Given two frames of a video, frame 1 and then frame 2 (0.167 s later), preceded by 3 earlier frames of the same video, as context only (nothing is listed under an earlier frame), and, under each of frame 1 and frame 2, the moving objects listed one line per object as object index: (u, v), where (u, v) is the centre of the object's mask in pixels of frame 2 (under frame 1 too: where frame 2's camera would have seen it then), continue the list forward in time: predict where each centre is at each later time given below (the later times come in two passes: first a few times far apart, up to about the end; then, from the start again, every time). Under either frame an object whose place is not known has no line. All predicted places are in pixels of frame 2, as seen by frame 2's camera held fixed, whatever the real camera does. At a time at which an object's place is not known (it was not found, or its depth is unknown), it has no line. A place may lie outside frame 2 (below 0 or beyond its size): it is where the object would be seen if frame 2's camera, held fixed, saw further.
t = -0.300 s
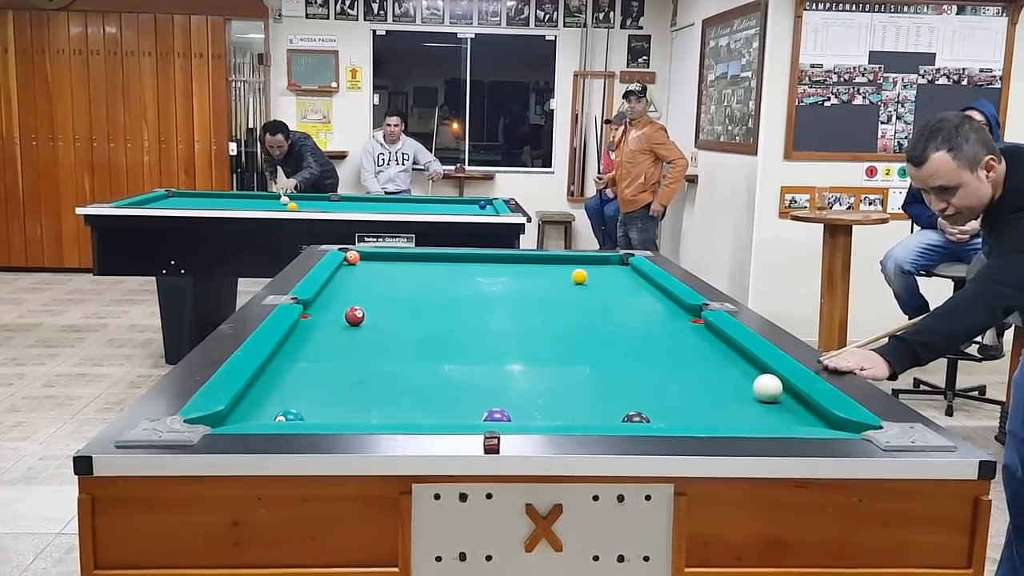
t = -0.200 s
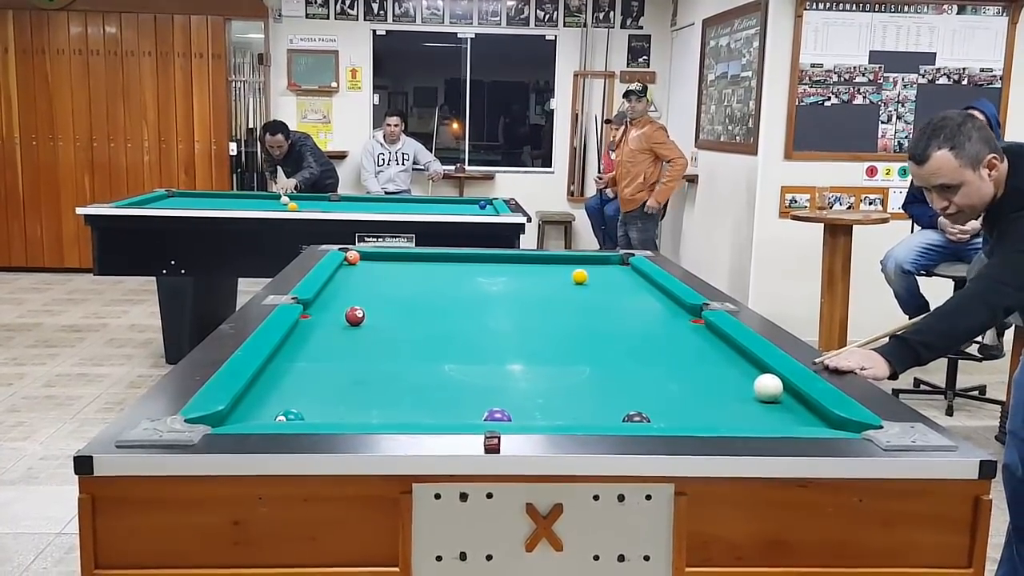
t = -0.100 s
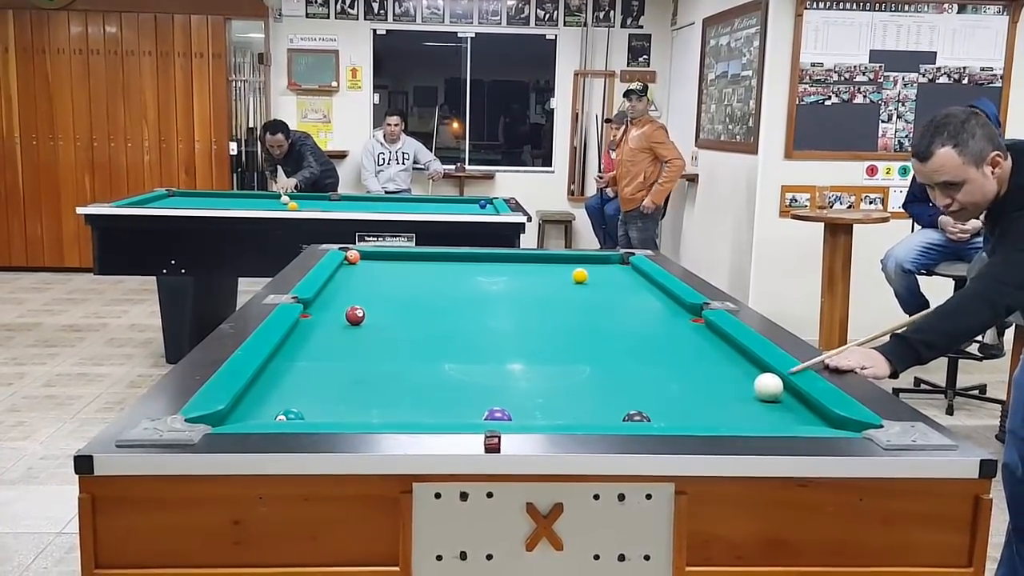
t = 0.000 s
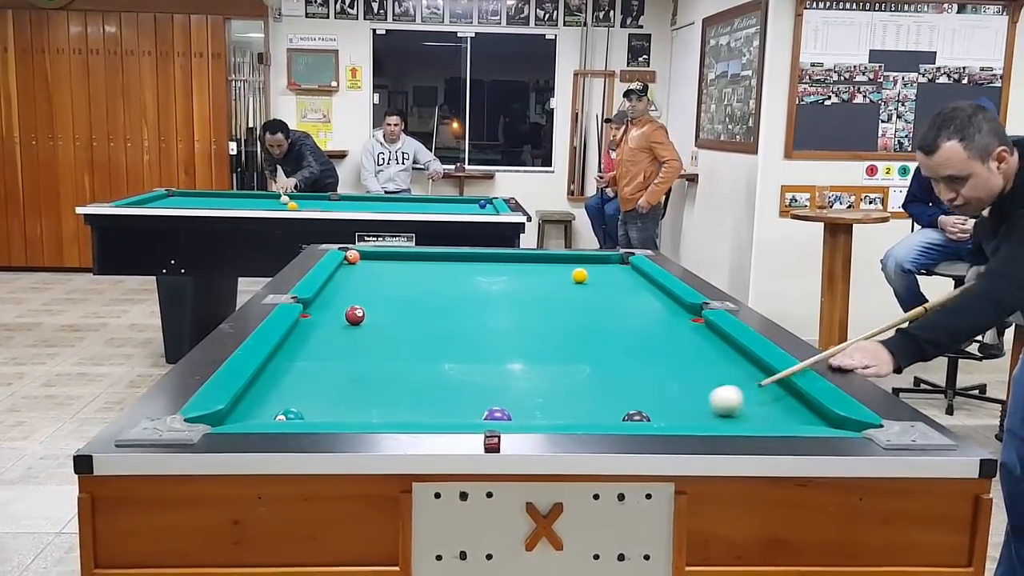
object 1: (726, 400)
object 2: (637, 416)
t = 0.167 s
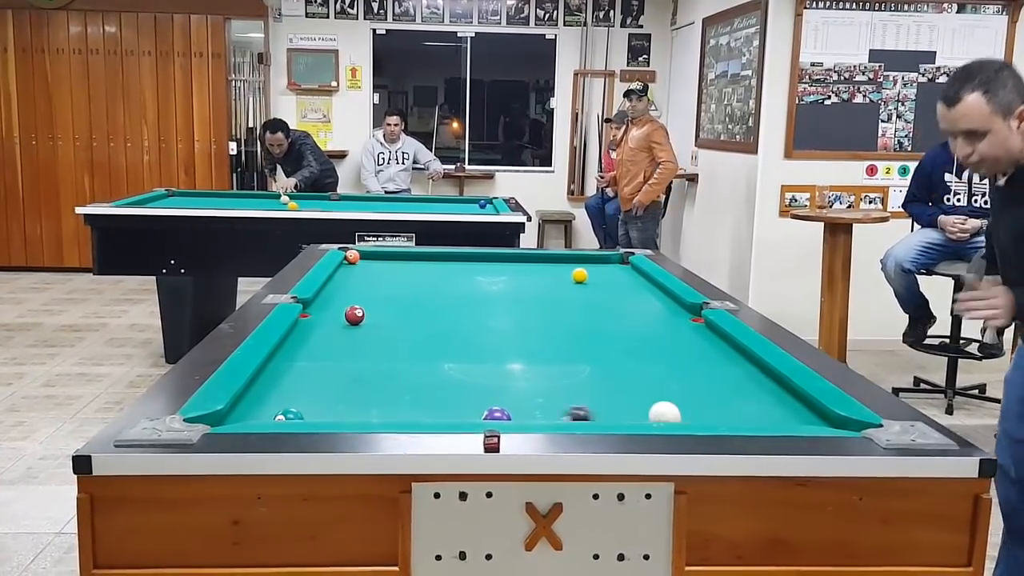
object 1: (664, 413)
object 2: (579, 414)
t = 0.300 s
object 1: (649, 406)
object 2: (496, 403)
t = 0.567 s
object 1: (609, 387)
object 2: (360, 396)
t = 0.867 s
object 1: (572, 369)
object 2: (287, 381)
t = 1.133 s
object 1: (544, 357)
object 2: (362, 368)
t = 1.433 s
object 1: (518, 345)
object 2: (431, 358)
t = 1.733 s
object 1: (497, 334)
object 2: (490, 349)
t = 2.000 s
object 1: (480, 329)
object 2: (536, 341)
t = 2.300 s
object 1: (465, 322)
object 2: (579, 334)
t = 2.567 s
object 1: (454, 317)
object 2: (612, 330)
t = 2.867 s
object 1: (444, 313)
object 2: (645, 325)
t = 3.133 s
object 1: (436, 309)
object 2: (671, 321)
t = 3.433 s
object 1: (430, 306)
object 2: (692, 318)
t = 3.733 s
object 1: (425, 304)
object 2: (675, 315)
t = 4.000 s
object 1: (422, 303)
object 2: (663, 313)
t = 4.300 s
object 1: (420, 302)
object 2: (653, 312)
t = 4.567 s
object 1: (421, 302)
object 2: (648, 310)
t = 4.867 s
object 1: (420, 302)
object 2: (645, 310)
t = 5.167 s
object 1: (420, 302)
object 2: (645, 310)
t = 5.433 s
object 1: (421, 302)
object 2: (645, 310)
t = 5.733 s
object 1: (421, 302)
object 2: (645, 310)
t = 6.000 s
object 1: (420, 302)
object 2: (645, 310)
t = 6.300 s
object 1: (420, 303)
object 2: (645, 310)
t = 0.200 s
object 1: (663, 410)
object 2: (555, 411)
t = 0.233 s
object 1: (659, 409)
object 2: (534, 411)
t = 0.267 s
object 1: (655, 407)
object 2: (515, 408)
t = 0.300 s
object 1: (649, 406)
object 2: (496, 403)
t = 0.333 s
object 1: (644, 403)
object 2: (477, 406)
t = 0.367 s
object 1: (638, 400)
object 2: (460, 406)
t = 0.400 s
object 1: (633, 398)
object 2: (443, 404)
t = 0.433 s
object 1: (628, 396)
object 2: (426, 403)
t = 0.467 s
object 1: (623, 393)
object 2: (409, 401)
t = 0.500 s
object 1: (618, 391)
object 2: (393, 399)
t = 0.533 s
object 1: (613, 389)
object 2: (376, 397)
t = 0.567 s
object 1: (609, 387)
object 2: (360, 396)
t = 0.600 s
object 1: (604, 384)
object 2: (344, 394)
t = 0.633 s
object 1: (600, 382)
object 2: (329, 392)
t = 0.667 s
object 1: (595, 380)
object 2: (314, 390)
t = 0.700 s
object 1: (591, 378)
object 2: (298, 389)
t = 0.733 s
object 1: (587, 376)
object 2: (283, 388)
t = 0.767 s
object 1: (583, 375)
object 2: (269, 386)
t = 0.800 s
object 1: (579, 373)
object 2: (264, 383)
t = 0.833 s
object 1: (575, 371)
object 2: (276, 382)
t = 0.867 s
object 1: (572, 369)
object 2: (287, 381)
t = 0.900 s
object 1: (568, 368)
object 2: (298, 378)
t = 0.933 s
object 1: (564, 366)
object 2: (308, 377)
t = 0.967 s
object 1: (560, 364)
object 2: (317, 376)
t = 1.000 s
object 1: (557, 363)
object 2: (326, 374)
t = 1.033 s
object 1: (554, 361)
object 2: (336, 372)
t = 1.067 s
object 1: (550, 360)
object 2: (344, 372)
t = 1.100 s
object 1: (547, 358)
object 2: (353, 370)
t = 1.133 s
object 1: (544, 357)
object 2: (362, 368)
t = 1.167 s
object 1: (540, 356)
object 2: (370, 367)
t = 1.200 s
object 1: (537, 354)
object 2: (378, 366)
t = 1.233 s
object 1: (534, 353)
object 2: (386, 364)
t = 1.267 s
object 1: (532, 351)
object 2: (394, 363)
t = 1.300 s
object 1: (528, 350)
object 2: (402, 362)
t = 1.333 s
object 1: (526, 349)
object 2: (409, 361)
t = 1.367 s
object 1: (523, 348)
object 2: (417, 360)
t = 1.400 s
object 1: (520, 347)
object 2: (424, 358)
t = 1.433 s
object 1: (518, 345)
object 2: (431, 358)
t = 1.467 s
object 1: (515, 344)
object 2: (438, 356)
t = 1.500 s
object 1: (512, 343)
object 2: (445, 355)
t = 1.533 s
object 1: (510, 342)
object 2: (452, 354)
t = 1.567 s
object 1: (508, 341)
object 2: (458, 353)
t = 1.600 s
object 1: (505, 340)
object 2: (465, 352)
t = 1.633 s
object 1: (503, 339)
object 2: (471, 351)
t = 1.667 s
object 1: (501, 338)
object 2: (478, 350)
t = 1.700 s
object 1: (499, 336)
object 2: (484, 349)
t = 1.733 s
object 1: (497, 334)
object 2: (490, 349)
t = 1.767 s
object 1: (494, 331)
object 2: (496, 348)
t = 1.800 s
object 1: (492, 333)
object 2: (502, 347)
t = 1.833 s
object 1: (490, 333)
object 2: (508, 346)
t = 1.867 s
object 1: (488, 332)
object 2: (514, 345)
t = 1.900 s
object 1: (486, 331)
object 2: (519, 344)
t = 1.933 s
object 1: (484, 330)
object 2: (525, 343)
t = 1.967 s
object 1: (482, 329)
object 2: (530, 342)
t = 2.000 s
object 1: (480, 329)
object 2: (536, 341)
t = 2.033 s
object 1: (479, 328)
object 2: (541, 341)
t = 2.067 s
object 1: (477, 327)
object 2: (545, 340)
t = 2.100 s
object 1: (475, 326)
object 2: (550, 339)
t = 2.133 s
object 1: (473, 326)
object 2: (555, 338)
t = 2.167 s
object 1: (471, 325)
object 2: (560, 337)
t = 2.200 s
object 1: (470, 324)
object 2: (565, 337)
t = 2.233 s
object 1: (468, 323)
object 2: (569, 336)
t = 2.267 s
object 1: (467, 323)
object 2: (574, 335)
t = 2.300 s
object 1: (465, 322)
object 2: (579, 334)
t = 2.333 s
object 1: (464, 321)
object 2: (583, 334)
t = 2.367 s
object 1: (462, 321)
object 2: (588, 333)
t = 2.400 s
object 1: (461, 320)
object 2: (593, 334)
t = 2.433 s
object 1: (459, 319)
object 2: (596, 332)
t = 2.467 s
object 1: (458, 319)
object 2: (600, 331)
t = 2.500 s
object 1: (457, 318)
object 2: (604, 331)
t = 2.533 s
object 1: (455, 318)
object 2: (608, 330)
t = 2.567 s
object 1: (454, 317)
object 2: (612, 330)
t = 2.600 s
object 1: (453, 316)
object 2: (617, 330)
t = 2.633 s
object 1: (452, 316)
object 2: (620, 329)
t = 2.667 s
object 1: (450, 316)
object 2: (624, 328)
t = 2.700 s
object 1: (449, 315)
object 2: (628, 327)
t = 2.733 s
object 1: (448, 315)
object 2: (631, 327)
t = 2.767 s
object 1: (447, 314)
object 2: (635, 326)
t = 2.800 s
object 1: (446, 314)
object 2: (638, 326)
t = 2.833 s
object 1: (445, 313)
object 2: (642, 325)
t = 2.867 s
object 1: (444, 313)
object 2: (645, 325)
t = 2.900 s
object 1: (442, 312)
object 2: (649, 324)
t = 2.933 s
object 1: (441, 312)
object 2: (652, 324)
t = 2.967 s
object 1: (441, 311)
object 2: (655, 323)
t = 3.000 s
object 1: (440, 311)
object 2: (658, 323)
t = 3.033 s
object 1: (439, 310)
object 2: (661, 323)
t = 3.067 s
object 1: (438, 310)
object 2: (665, 322)
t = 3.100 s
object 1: (437, 310)
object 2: (668, 322)
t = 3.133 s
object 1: (436, 309)
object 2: (671, 321)
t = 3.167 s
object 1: (435, 309)
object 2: (674, 321)
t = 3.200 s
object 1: (434, 309)
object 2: (677, 320)
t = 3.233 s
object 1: (434, 308)
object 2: (680, 320)
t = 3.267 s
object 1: (433, 308)
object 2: (682, 320)
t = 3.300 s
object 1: (432, 308)
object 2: (685, 319)
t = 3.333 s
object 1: (431, 307)
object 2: (688, 319)
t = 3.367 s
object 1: (431, 307)
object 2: (691, 318)
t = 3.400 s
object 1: (430, 307)
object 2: (693, 318)
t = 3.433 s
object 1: (430, 306)
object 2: (692, 318)
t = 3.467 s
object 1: (429, 306)
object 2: (690, 317)
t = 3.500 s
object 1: (428, 306)
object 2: (688, 317)
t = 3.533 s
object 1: (428, 305)
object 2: (686, 317)
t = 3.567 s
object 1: (427, 305)
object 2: (683, 316)
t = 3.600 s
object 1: (427, 305)
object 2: (682, 316)
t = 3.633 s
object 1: (426, 305)
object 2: (680, 316)
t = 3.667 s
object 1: (426, 305)
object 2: (678, 316)
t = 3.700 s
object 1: (425, 305)
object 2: (677, 315)
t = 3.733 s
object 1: (425, 304)
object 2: (675, 315)
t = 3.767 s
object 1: (424, 304)
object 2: (673, 315)
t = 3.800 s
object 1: (424, 304)
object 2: (672, 314)
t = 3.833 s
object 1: (424, 304)
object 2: (670, 314)
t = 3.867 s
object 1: (423, 304)
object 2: (668, 314)
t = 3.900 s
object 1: (423, 304)
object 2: (667, 314)
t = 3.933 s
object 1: (422, 303)
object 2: (665, 314)
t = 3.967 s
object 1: (422, 303)
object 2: (664, 313)
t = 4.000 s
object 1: (422, 303)
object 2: (663, 313)
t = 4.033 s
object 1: (422, 303)
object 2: (662, 313)
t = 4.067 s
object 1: (421, 303)
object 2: (660, 313)
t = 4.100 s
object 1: (421, 303)
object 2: (659, 313)
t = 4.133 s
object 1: (421, 303)
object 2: (658, 312)
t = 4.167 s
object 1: (421, 303)
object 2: (657, 312)
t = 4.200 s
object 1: (421, 303)
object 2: (656, 312)
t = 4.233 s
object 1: (421, 303)
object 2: (655, 312)
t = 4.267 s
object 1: (420, 303)
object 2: (654, 312)
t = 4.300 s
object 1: (420, 302)
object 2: (653, 312)
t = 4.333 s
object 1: (420, 302)
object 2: (652, 311)
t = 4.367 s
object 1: (420, 302)
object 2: (652, 311)
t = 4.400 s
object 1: (420, 302)
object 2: (651, 311)
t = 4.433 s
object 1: (421, 302)
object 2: (650, 311)
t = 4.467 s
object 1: (421, 302)
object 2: (650, 311)
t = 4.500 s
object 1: (421, 302)
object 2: (649, 311)
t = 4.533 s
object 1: (421, 302)
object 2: (648, 311)
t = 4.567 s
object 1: (421, 302)
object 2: (648, 310)
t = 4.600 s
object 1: (421, 302)
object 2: (647, 310)
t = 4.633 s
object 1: (420, 302)
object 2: (647, 310)
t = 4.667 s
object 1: (420, 302)
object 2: (647, 310)
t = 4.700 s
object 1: (420, 302)
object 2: (646, 310)
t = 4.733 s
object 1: (420, 302)
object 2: (646, 310)
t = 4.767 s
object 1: (420, 302)
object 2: (646, 310)
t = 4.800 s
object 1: (420, 302)
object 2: (645, 310)
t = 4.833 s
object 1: (420, 302)
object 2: (645, 310)
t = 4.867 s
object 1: (420, 302)
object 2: (645, 310)
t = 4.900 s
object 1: (420, 302)
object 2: (645, 310)
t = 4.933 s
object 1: (420, 302)
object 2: (645, 310)
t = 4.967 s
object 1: (420, 302)
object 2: (645, 310)
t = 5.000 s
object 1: (420, 302)
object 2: (645, 310)
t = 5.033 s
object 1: (420, 302)
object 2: (645, 310)
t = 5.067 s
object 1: (421, 302)
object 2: (645, 310)
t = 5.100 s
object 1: (420, 302)
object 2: (645, 310)
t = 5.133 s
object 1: (420, 302)
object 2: (645, 310)
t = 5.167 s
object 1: (420, 302)
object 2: (645, 310)
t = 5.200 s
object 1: (421, 302)
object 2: (645, 310)
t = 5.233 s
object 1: (420, 302)
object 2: (645, 310)
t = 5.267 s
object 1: (420, 303)
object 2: (645, 310)
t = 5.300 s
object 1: (421, 302)
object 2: (645, 310)
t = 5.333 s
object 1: (420, 302)
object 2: (645, 310)
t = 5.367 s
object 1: (420, 303)
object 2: (645, 310)
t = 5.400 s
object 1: (420, 302)
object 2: (645, 310)
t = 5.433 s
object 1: (421, 302)
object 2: (645, 310)
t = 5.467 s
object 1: (420, 302)
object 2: (645, 310)
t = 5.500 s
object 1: (420, 302)
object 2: (645, 310)
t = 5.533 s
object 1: (420, 302)
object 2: (645, 310)
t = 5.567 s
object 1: (420, 303)
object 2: (645, 310)
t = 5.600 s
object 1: (420, 302)
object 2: (645, 310)
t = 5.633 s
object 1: (420, 302)
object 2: (645, 310)
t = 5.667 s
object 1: (420, 302)
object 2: (645, 310)
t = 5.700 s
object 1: (420, 302)
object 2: (645, 310)
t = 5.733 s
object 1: (421, 302)
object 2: (645, 310)
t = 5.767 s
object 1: (420, 302)
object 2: (645, 310)
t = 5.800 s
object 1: (420, 302)
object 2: (645, 310)
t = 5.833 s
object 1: (420, 302)
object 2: (645, 310)
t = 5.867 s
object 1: (420, 302)
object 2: (645, 310)
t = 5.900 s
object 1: (420, 302)
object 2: (645, 310)
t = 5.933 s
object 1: (420, 302)
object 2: (645, 310)
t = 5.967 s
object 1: (420, 302)
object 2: (645, 310)
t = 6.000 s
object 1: (420, 302)
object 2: (645, 310)
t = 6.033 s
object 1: (420, 302)
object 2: (645, 310)
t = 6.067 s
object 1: (420, 302)
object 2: (645, 310)
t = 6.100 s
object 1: (420, 302)
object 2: (645, 310)
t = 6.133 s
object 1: (420, 302)
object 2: (645, 310)
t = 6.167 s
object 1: (420, 302)
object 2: (645, 310)
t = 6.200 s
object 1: (420, 302)
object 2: (645, 310)
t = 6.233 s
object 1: (420, 303)
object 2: (645, 310)
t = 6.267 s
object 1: (420, 303)
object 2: (645, 310)
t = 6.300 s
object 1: (420, 303)
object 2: (645, 310)
